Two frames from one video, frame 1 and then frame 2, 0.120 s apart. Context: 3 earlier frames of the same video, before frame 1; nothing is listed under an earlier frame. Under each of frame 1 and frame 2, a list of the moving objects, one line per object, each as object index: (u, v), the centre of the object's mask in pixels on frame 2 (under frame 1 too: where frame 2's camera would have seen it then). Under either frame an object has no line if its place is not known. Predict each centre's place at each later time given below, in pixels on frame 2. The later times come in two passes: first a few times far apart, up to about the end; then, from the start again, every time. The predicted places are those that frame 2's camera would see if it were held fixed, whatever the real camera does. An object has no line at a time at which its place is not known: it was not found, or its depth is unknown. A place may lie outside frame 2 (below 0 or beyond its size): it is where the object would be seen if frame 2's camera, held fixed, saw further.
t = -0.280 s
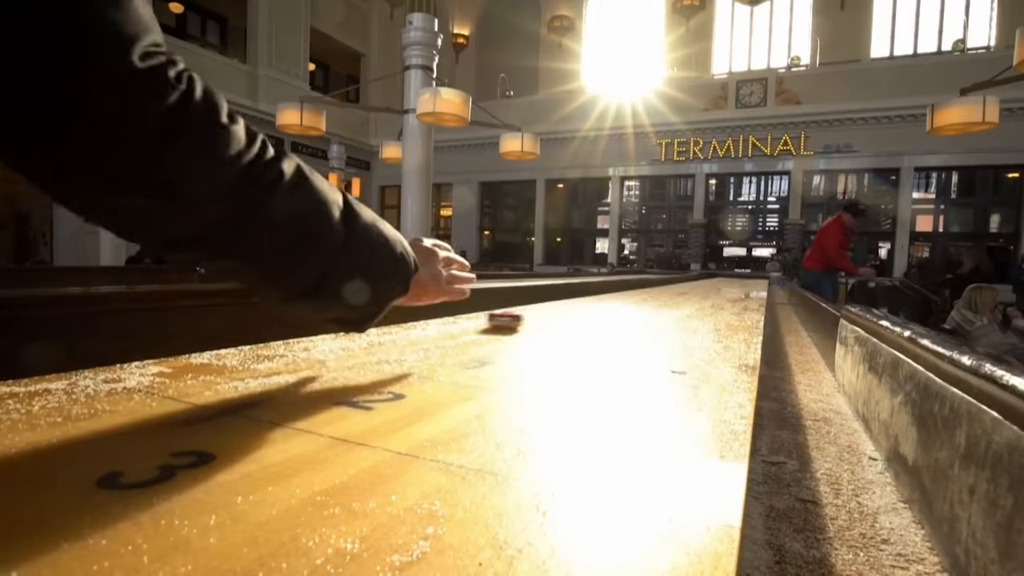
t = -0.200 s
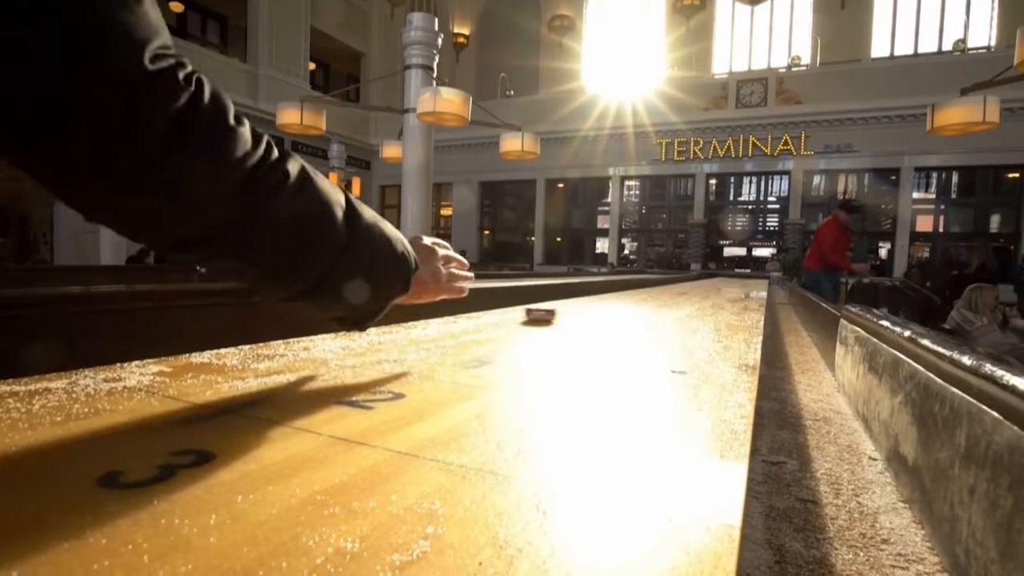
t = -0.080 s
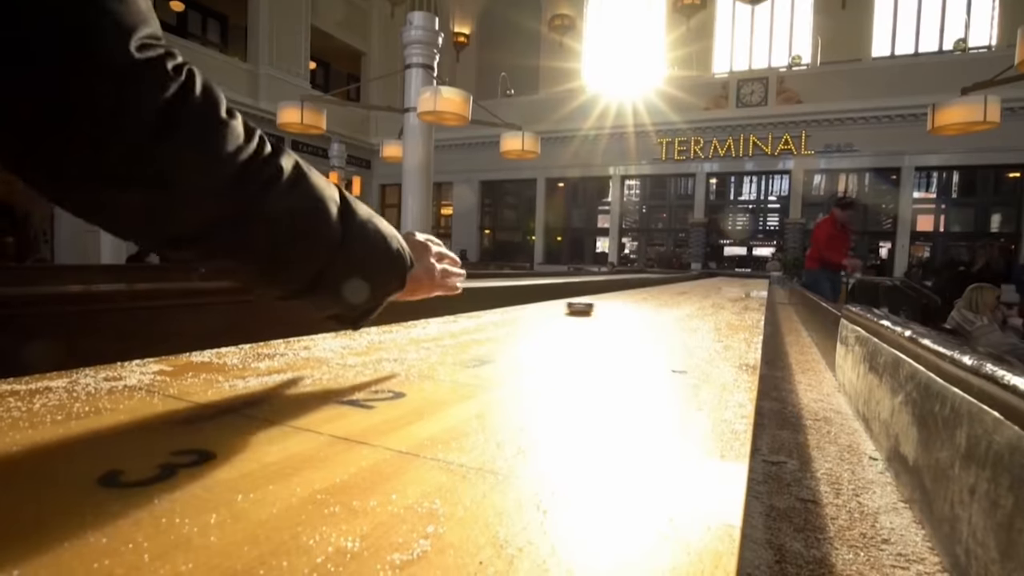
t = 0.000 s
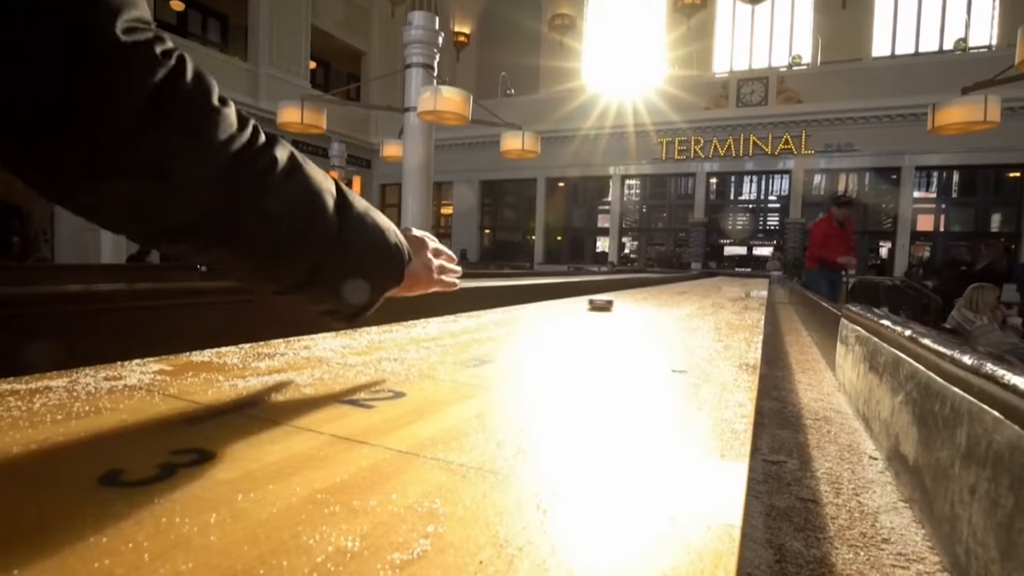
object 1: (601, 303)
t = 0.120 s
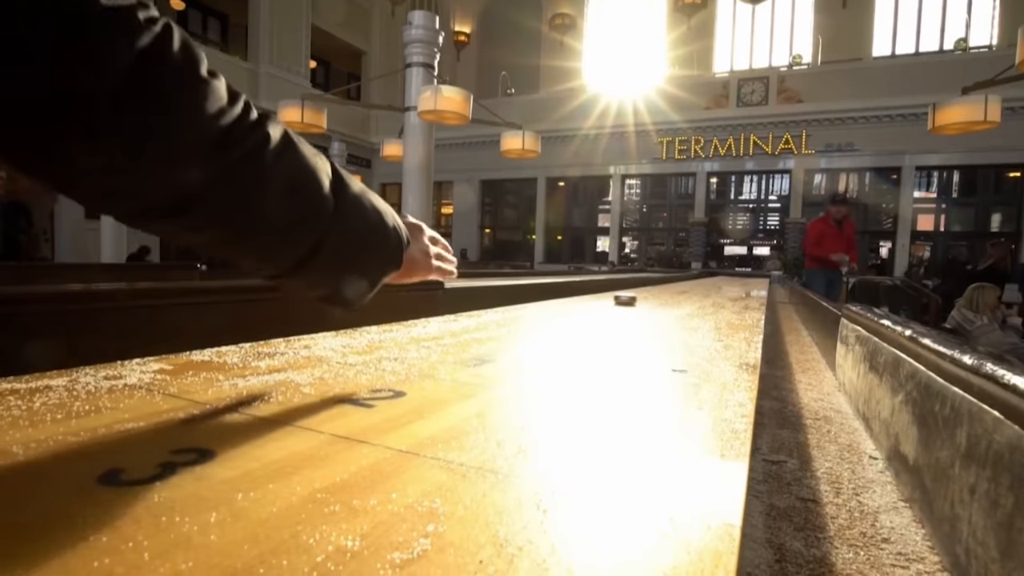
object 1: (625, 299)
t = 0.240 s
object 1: (644, 295)
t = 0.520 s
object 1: (675, 291)
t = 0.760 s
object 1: (693, 288)
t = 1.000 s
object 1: (706, 286)
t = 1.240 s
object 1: (716, 285)
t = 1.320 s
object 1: (719, 284)
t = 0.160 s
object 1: (632, 297)
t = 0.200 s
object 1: (638, 296)
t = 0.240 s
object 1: (644, 295)
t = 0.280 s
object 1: (650, 295)
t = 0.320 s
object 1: (655, 294)
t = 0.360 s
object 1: (659, 293)
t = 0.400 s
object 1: (664, 292)
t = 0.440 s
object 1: (668, 291)
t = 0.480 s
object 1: (672, 291)
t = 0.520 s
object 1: (675, 291)
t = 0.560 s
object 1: (679, 290)
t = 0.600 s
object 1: (682, 290)
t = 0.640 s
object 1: (685, 290)
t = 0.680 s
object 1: (688, 289)
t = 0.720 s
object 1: (691, 289)
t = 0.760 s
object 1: (693, 288)
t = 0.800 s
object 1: (696, 288)
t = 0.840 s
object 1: (698, 288)
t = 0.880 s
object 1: (700, 287)
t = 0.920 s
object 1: (702, 287)
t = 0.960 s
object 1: (704, 287)
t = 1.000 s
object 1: (706, 286)
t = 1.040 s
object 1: (708, 286)
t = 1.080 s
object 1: (710, 286)
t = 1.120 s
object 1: (712, 285)
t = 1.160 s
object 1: (713, 285)
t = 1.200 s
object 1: (715, 285)
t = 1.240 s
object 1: (716, 285)
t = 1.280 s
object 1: (718, 285)
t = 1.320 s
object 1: (719, 284)
